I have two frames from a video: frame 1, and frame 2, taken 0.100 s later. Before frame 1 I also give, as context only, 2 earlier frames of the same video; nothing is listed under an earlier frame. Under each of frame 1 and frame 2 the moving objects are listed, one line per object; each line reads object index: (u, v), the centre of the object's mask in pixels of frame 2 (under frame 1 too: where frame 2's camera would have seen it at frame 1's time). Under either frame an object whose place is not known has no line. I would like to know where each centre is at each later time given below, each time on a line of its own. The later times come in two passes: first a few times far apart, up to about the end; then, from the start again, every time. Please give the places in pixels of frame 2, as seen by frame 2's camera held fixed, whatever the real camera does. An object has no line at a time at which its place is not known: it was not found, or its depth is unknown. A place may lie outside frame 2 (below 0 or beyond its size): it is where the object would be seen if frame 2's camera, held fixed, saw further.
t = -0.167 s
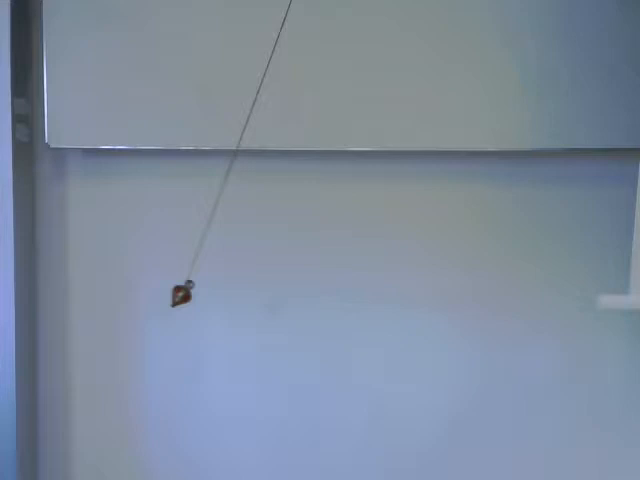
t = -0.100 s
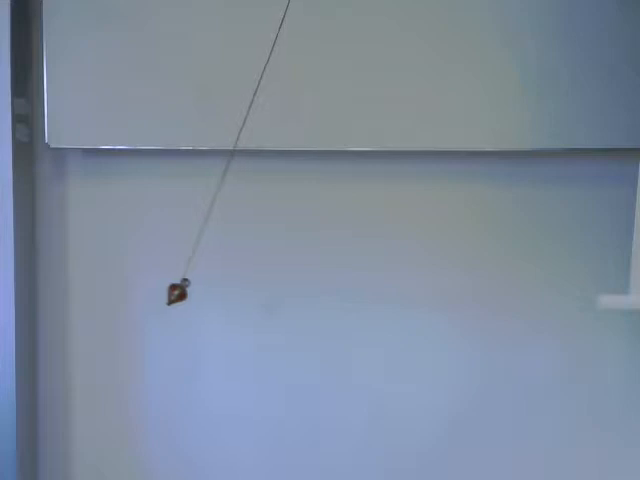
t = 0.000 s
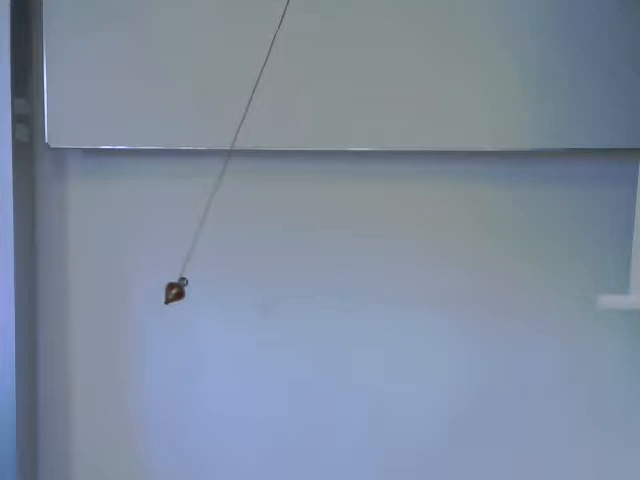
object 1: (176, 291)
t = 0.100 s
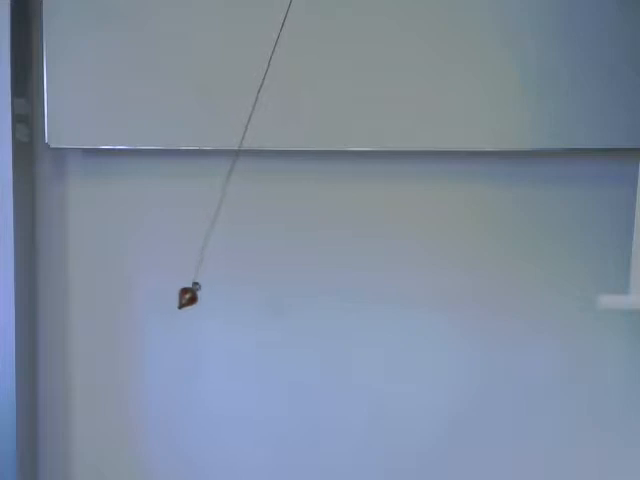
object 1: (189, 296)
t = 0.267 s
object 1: (241, 310)
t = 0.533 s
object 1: (366, 315)
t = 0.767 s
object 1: (442, 297)
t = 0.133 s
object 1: (196, 298)
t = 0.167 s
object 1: (205, 301)
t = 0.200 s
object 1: (216, 304)
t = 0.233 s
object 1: (228, 307)
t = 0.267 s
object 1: (241, 310)
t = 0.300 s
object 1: (256, 312)
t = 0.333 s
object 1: (271, 315)
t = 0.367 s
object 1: (287, 316)
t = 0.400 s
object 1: (303, 317)
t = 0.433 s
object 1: (319, 318)
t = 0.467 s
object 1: (335, 317)
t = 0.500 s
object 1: (350, 316)
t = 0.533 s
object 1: (366, 315)
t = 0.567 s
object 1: (380, 313)
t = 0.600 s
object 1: (394, 310)
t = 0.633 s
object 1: (406, 307)
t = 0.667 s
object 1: (417, 304)
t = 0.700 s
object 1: (427, 301)
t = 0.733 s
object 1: (435, 299)
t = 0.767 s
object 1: (442, 297)
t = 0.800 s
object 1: (447, 295)
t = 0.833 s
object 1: (451, 294)
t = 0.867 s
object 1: (452, 293)
